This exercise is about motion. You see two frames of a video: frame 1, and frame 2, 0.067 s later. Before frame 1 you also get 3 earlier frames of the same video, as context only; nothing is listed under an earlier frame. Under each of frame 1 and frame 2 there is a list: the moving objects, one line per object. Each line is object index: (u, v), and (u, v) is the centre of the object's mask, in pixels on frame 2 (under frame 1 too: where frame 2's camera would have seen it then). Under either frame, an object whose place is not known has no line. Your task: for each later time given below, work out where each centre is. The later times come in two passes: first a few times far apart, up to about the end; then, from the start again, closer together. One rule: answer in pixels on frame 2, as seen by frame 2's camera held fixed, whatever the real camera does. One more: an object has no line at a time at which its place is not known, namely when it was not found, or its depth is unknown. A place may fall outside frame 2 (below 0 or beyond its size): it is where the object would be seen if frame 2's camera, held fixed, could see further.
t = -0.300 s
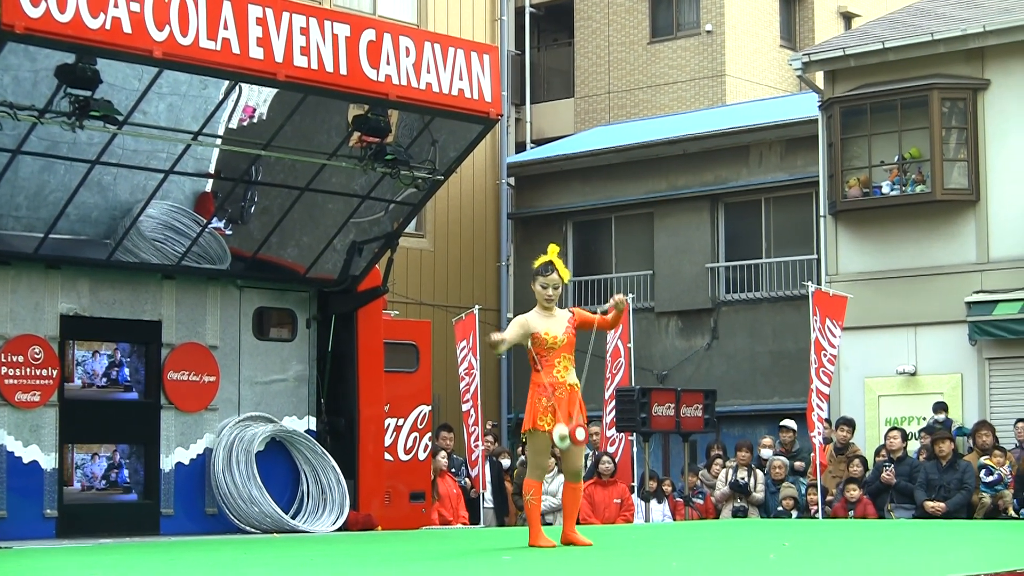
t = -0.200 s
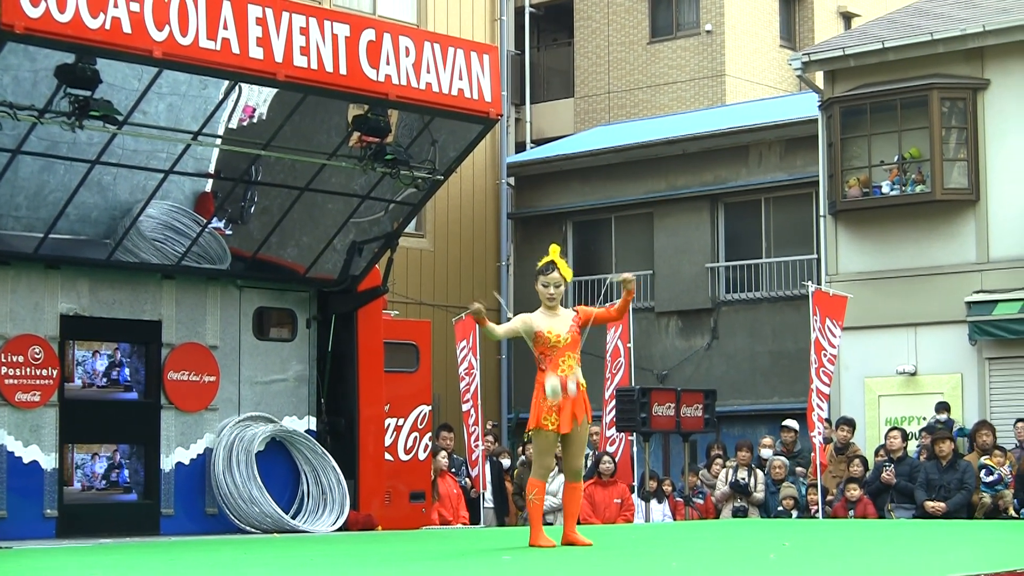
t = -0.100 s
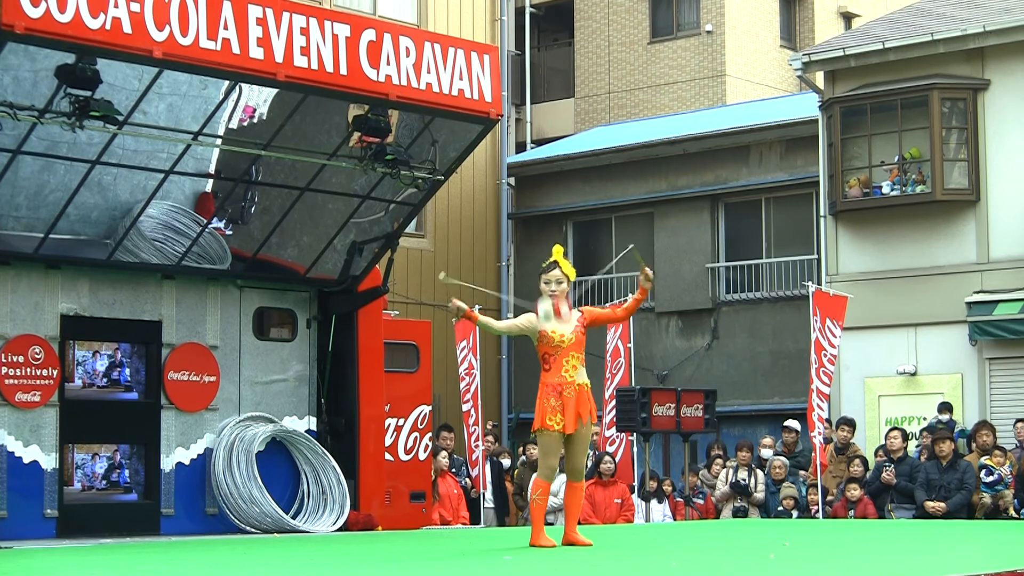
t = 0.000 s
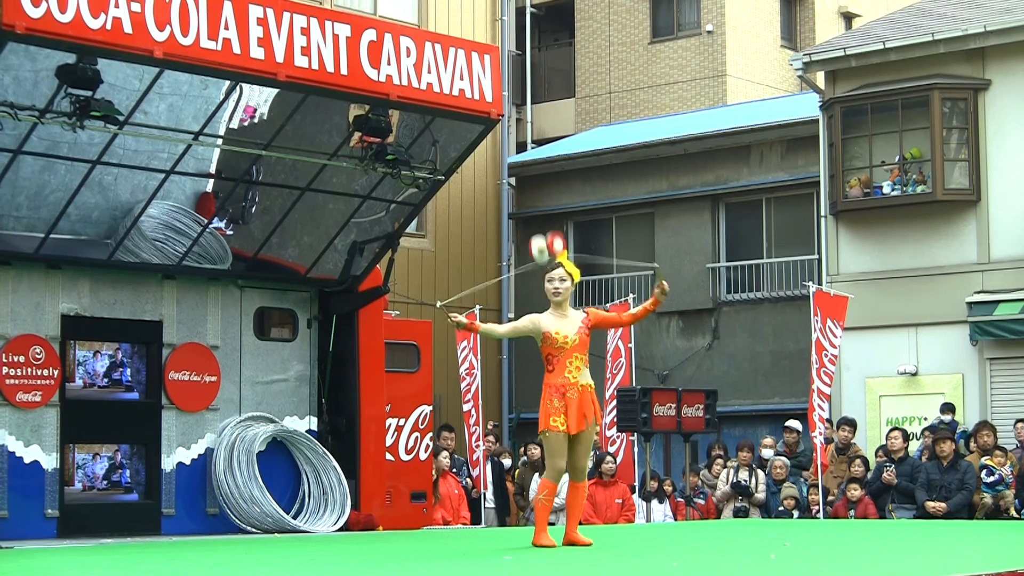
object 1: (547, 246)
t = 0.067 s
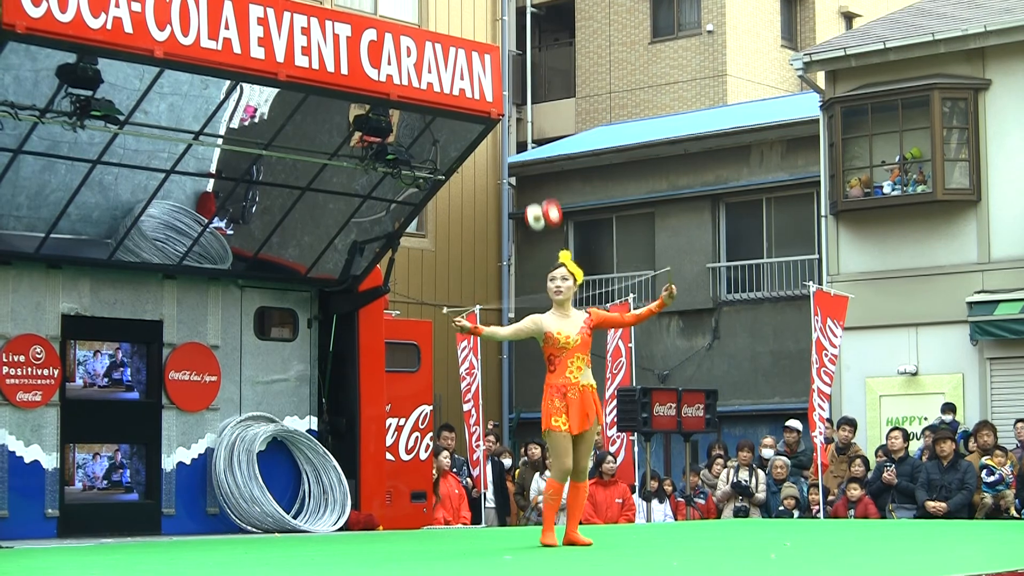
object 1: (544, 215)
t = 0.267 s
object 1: (531, 167)
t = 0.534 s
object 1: (516, 212)
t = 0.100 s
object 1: (541, 202)
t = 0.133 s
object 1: (539, 191)
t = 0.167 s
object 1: (537, 182)
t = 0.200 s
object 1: (535, 175)
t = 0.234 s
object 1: (533, 170)
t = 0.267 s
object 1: (531, 167)
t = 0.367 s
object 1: (526, 169)
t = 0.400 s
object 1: (524, 174)
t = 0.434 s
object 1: (522, 180)
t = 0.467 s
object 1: (519, 189)
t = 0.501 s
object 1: (518, 199)
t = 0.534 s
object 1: (516, 212)
